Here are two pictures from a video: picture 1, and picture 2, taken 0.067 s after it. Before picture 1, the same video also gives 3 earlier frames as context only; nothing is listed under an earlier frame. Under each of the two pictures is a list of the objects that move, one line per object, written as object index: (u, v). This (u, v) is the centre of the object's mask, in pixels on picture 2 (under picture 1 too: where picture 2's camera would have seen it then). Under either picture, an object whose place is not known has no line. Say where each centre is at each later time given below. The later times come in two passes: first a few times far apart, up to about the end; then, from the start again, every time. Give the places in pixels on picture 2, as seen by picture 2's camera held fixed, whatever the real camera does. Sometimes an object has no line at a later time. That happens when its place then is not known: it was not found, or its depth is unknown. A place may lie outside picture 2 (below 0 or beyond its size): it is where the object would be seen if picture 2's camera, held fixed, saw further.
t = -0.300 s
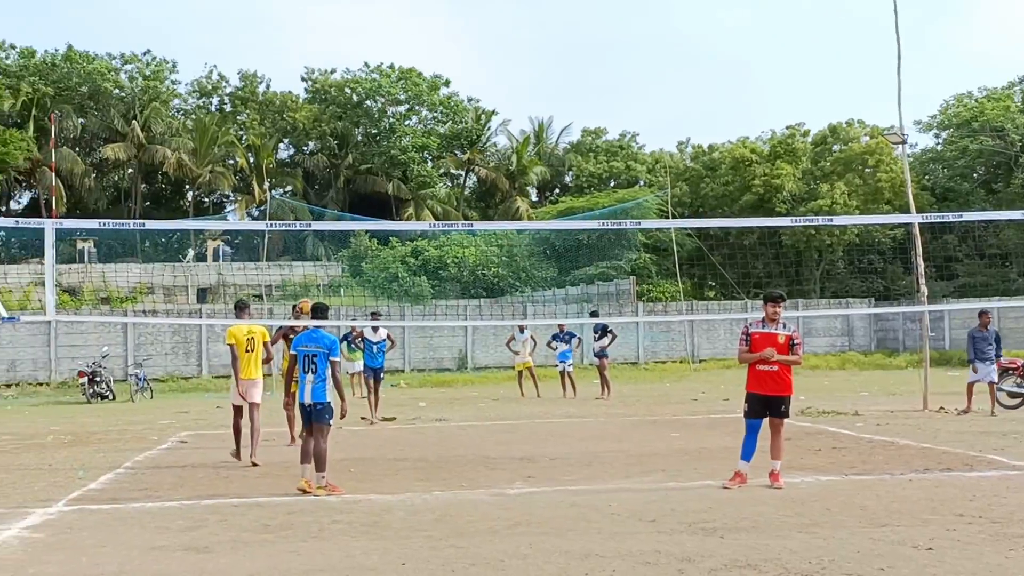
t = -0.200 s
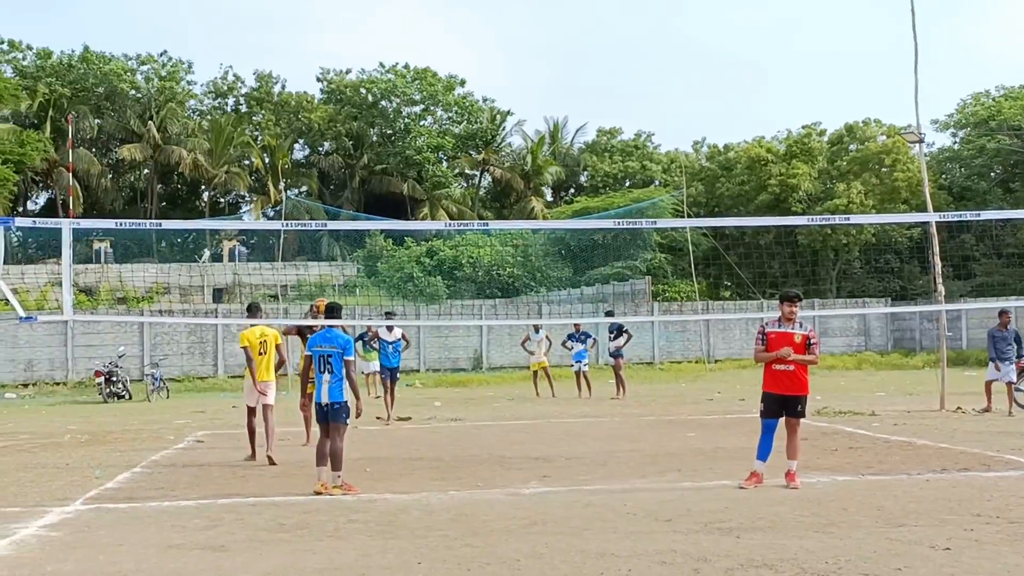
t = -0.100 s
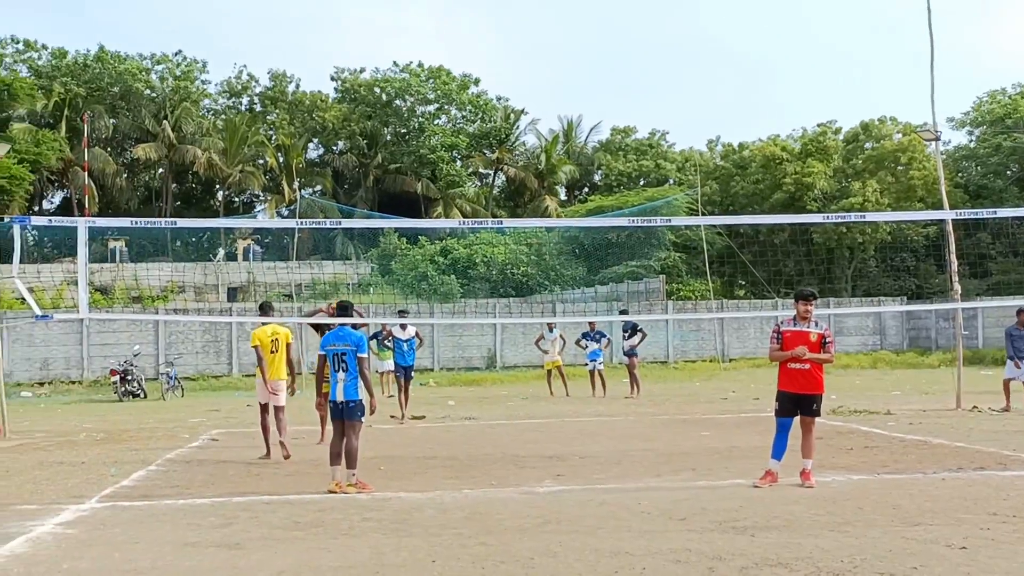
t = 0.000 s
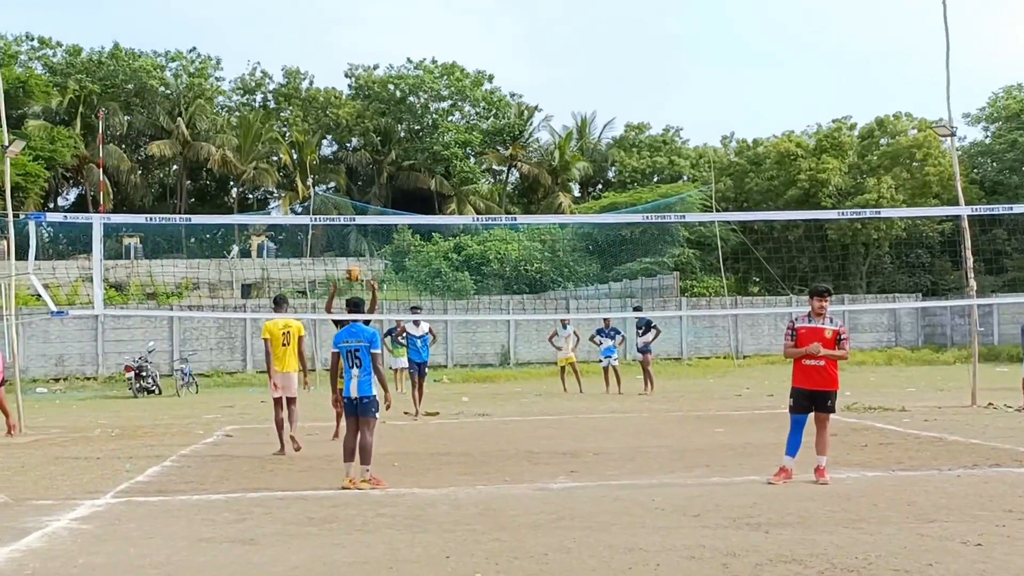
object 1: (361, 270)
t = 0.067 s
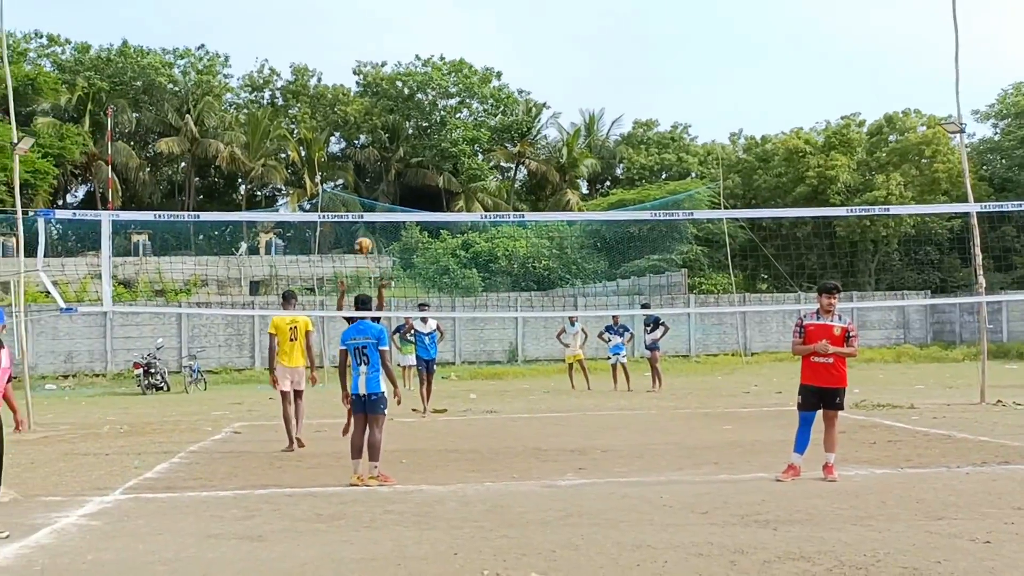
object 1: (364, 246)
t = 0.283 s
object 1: (371, 183)
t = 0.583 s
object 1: (392, 159)
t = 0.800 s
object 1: (414, 196)
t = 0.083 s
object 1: (364, 240)
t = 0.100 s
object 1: (364, 234)
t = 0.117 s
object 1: (364, 228)
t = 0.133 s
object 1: (366, 226)
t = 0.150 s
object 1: (367, 211)
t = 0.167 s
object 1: (367, 208)
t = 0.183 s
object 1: (367, 206)
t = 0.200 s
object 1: (368, 203)
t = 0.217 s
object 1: (368, 200)
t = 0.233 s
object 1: (369, 194)
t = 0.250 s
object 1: (370, 190)
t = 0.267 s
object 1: (371, 187)
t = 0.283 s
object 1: (371, 183)
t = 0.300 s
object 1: (372, 180)
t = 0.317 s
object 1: (373, 177)
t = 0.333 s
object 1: (374, 174)
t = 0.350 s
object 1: (375, 171)
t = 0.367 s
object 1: (376, 169)
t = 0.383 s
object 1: (377, 167)
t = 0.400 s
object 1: (378, 165)
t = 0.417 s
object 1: (379, 163)
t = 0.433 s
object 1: (380, 161)
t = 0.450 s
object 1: (381, 160)
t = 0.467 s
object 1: (383, 159)
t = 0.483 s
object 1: (384, 158)
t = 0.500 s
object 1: (385, 158)
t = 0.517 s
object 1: (387, 158)
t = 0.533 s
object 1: (388, 158)
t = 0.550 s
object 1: (389, 158)
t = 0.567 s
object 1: (391, 159)
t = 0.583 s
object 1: (392, 159)
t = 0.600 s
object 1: (393, 160)
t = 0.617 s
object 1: (395, 162)
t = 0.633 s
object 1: (397, 163)
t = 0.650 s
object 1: (398, 165)
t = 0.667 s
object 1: (400, 167)
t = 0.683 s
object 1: (401, 170)
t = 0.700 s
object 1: (403, 173)
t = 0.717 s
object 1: (405, 176)
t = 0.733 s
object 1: (407, 180)
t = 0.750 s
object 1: (408, 183)
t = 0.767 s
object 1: (410, 187)
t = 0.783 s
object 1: (412, 191)
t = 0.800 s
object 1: (414, 196)
